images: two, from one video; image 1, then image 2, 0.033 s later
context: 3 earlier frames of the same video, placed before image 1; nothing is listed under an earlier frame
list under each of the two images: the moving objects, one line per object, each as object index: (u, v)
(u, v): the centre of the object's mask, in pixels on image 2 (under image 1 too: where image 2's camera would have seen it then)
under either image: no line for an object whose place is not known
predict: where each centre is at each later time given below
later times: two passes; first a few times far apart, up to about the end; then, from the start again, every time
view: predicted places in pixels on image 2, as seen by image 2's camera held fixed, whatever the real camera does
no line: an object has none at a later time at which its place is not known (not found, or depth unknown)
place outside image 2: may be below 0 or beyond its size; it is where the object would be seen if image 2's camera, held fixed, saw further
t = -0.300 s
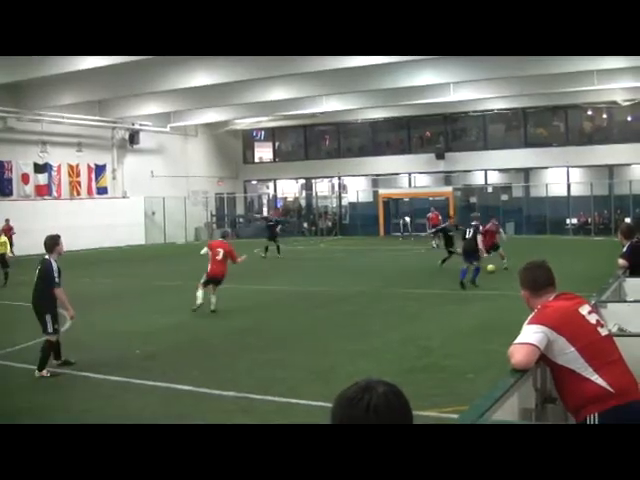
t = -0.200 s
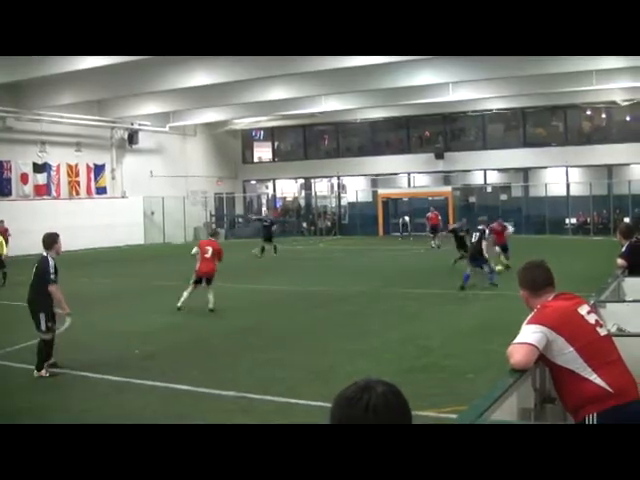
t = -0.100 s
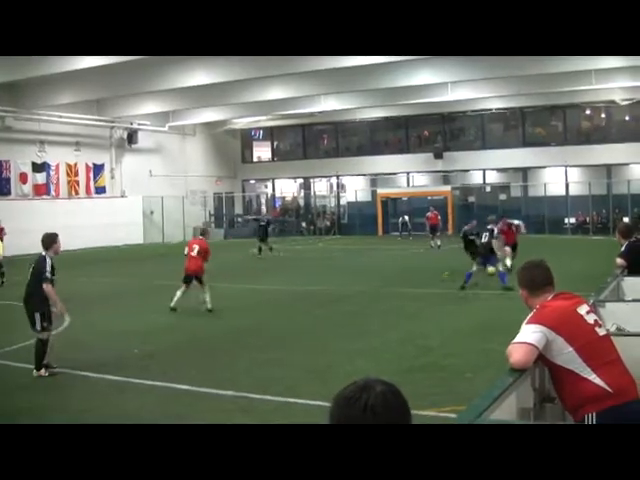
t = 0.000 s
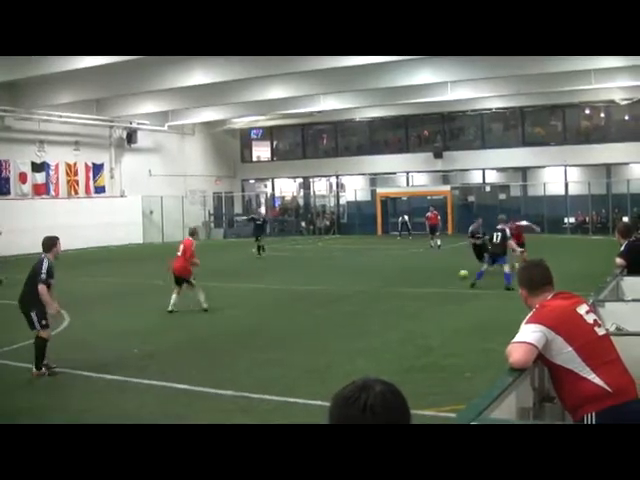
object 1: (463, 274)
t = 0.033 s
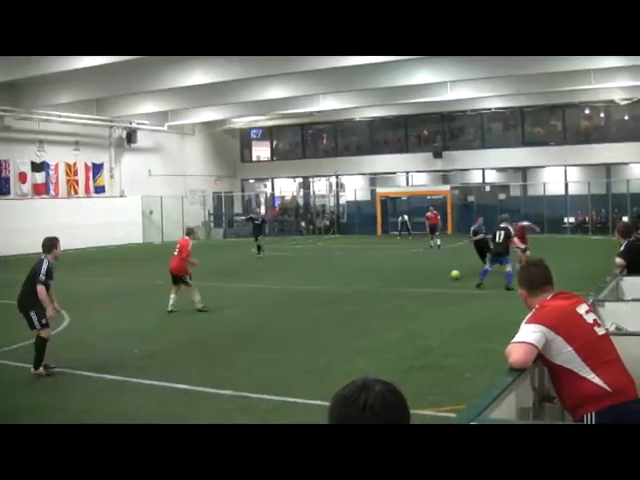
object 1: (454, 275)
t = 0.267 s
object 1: (398, 281)
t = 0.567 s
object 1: (330, 290)
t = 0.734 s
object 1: (291, 295)
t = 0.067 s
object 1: (446, 275)
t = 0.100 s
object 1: (438, 276)
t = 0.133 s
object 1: (430, 277)
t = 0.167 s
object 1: (422, 279)
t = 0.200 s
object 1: (414, 280)
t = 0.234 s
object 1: (406, 281)
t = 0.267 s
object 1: (398, 281)
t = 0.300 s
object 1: (391, 281)
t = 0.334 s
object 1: (383, 282)
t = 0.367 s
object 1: (376, 284)
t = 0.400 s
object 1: (368, 285)
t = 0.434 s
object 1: (361, 286)
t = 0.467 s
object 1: (354, 287)
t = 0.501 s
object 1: (346, 288)
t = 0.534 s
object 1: (338, 290)
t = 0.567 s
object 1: (330, 290)
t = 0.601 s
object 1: (323, 291)
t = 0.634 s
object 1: (315, 292)
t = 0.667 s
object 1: (307, 293)
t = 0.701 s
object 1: (300, 294)
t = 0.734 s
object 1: (291, 295)
